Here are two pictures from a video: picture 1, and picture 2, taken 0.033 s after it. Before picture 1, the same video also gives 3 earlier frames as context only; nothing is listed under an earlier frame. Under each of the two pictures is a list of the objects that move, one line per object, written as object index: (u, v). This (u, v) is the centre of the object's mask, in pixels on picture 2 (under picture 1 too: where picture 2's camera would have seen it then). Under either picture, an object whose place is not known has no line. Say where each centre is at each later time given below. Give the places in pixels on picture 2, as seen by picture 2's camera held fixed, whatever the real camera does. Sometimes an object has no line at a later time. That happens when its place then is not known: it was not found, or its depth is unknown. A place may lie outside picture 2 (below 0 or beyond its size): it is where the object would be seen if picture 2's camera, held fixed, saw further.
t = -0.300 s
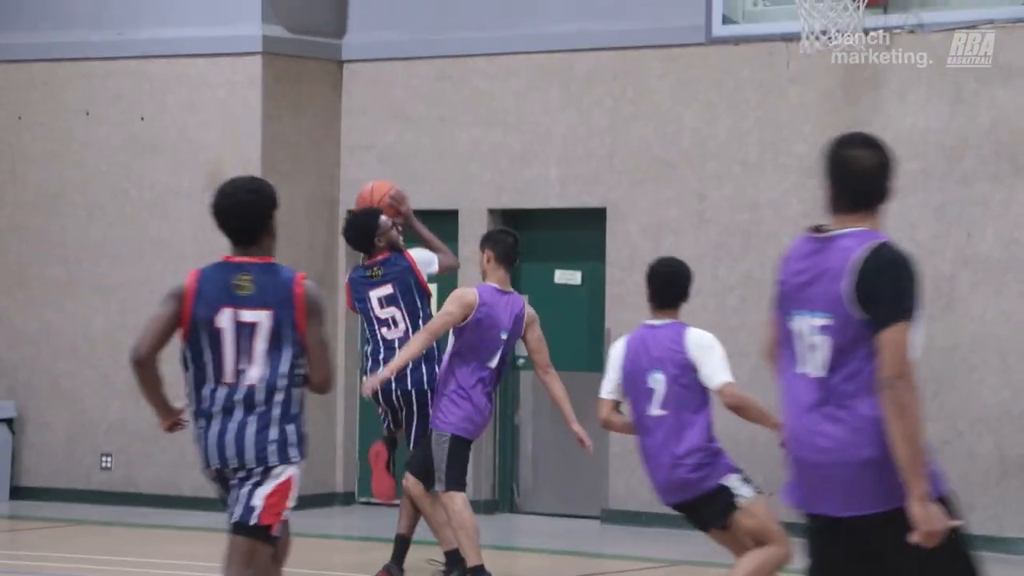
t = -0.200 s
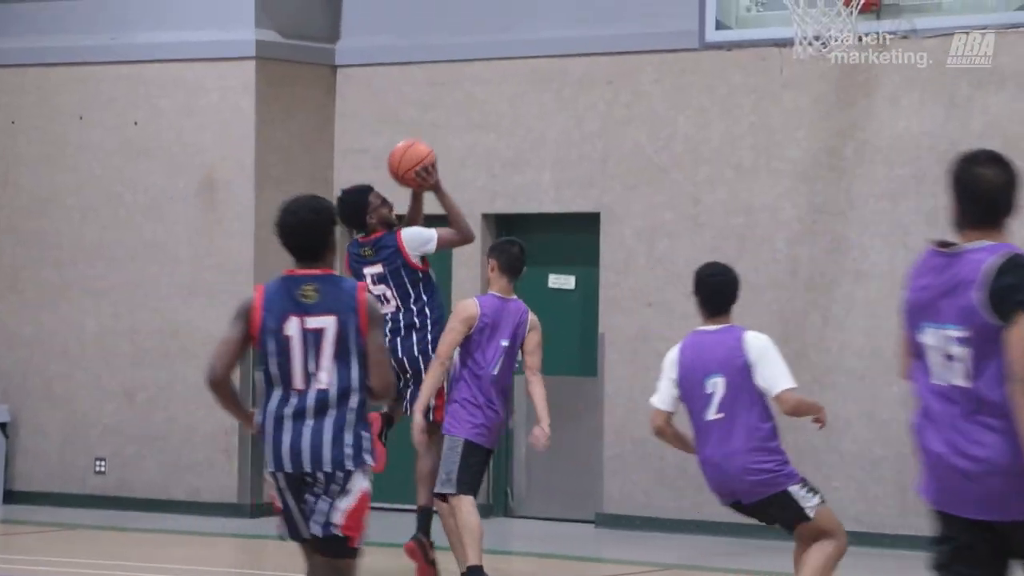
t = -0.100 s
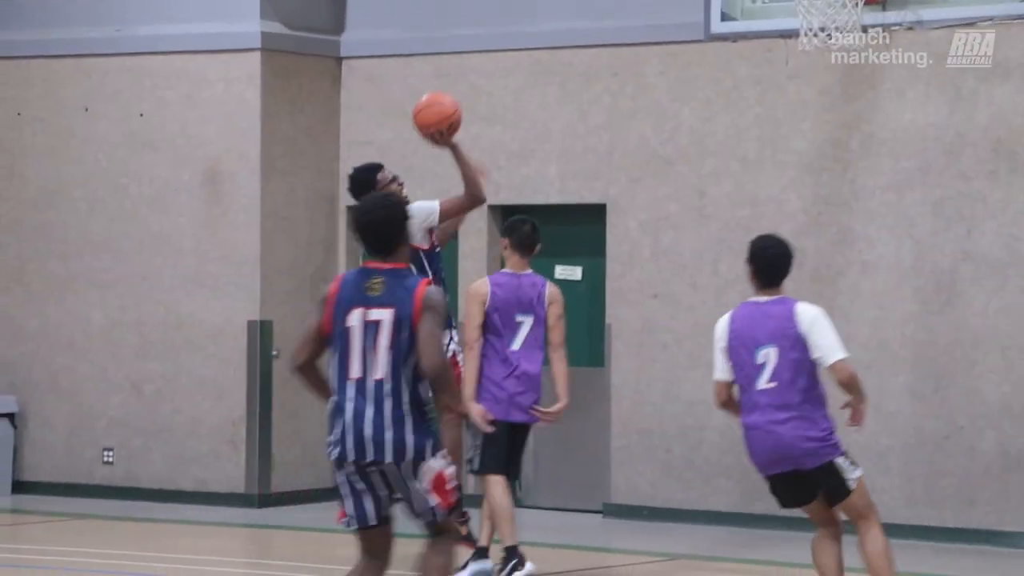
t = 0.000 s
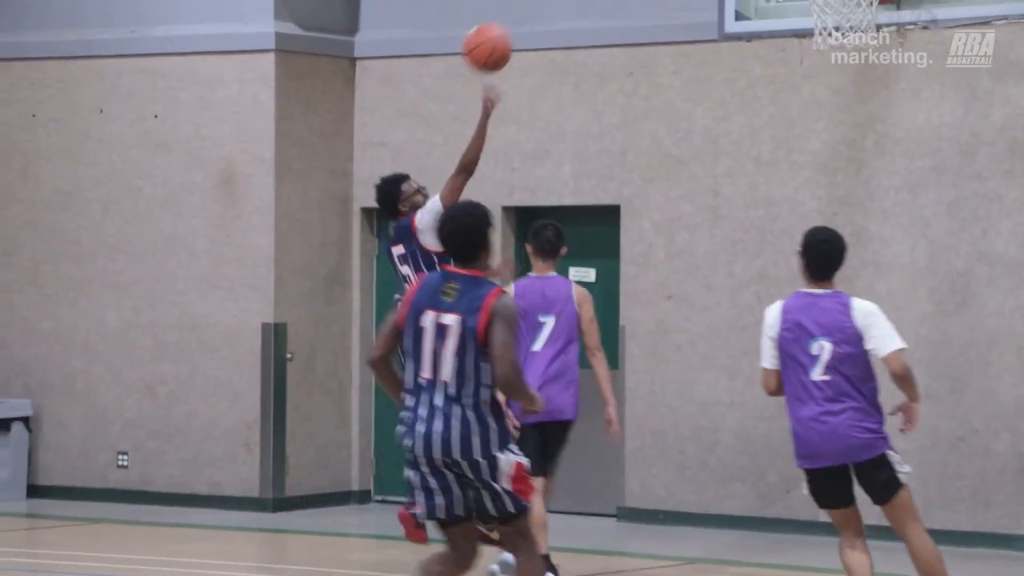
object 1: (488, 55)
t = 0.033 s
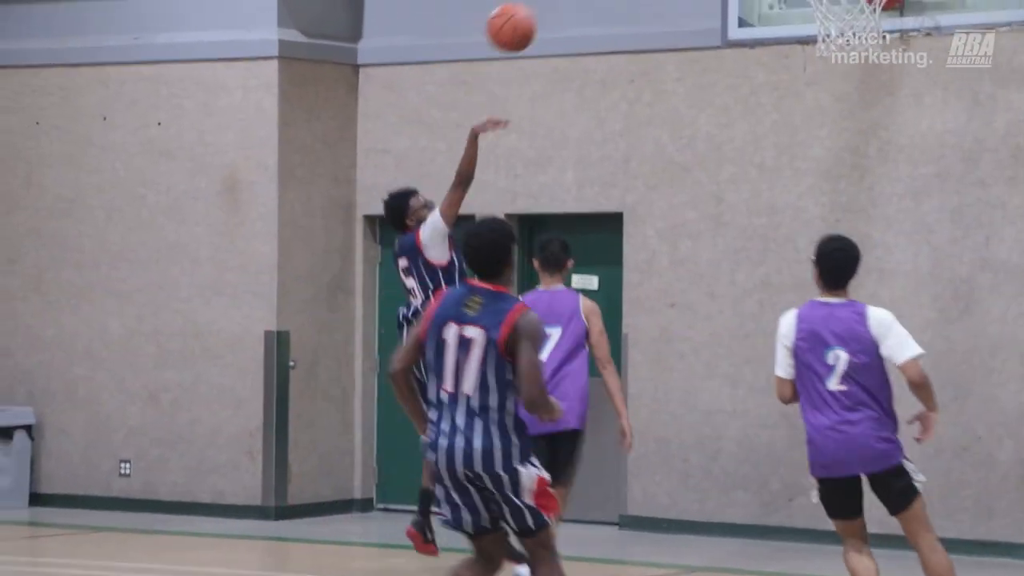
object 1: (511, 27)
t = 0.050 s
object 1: (521, 17)
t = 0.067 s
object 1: (531, 7)
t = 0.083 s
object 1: (541, 0)
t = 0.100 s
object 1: (553, -7)
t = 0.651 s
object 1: (826, -86)
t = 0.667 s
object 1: (827, -80)
